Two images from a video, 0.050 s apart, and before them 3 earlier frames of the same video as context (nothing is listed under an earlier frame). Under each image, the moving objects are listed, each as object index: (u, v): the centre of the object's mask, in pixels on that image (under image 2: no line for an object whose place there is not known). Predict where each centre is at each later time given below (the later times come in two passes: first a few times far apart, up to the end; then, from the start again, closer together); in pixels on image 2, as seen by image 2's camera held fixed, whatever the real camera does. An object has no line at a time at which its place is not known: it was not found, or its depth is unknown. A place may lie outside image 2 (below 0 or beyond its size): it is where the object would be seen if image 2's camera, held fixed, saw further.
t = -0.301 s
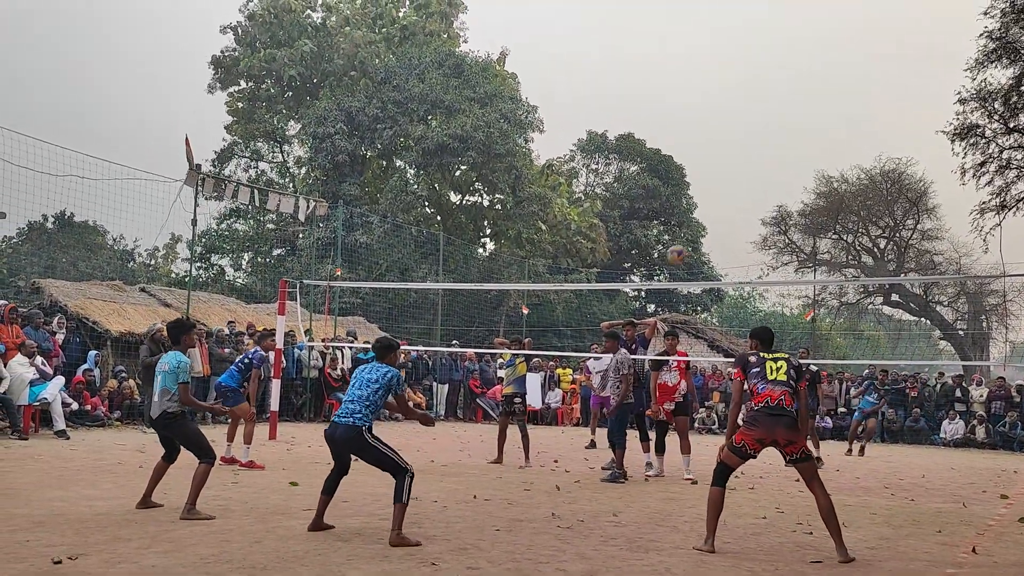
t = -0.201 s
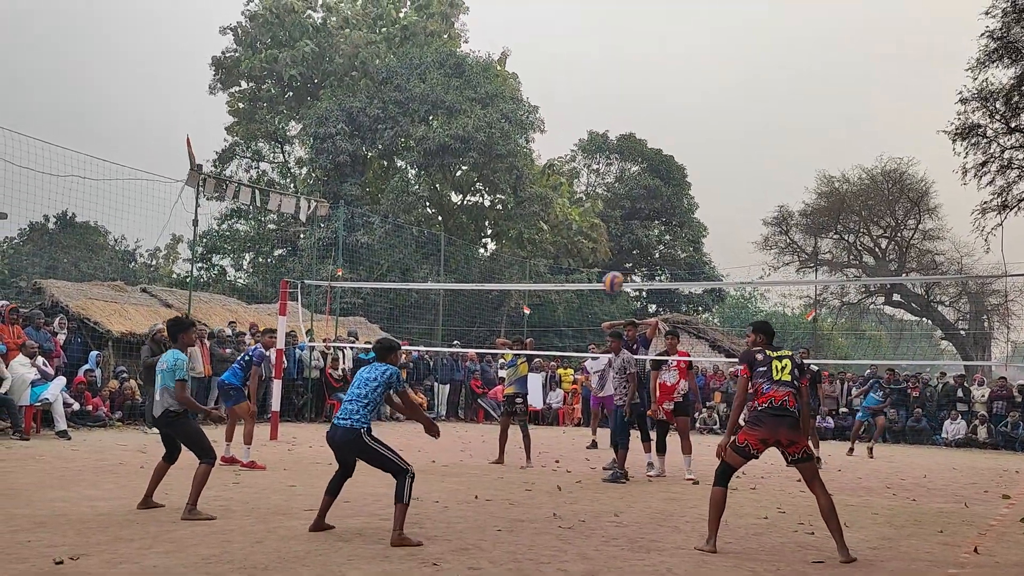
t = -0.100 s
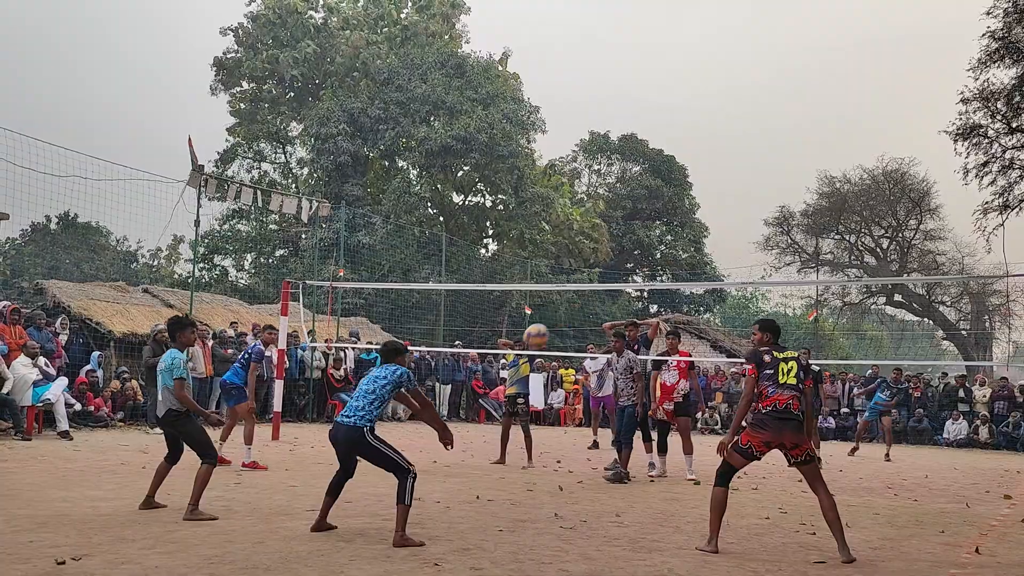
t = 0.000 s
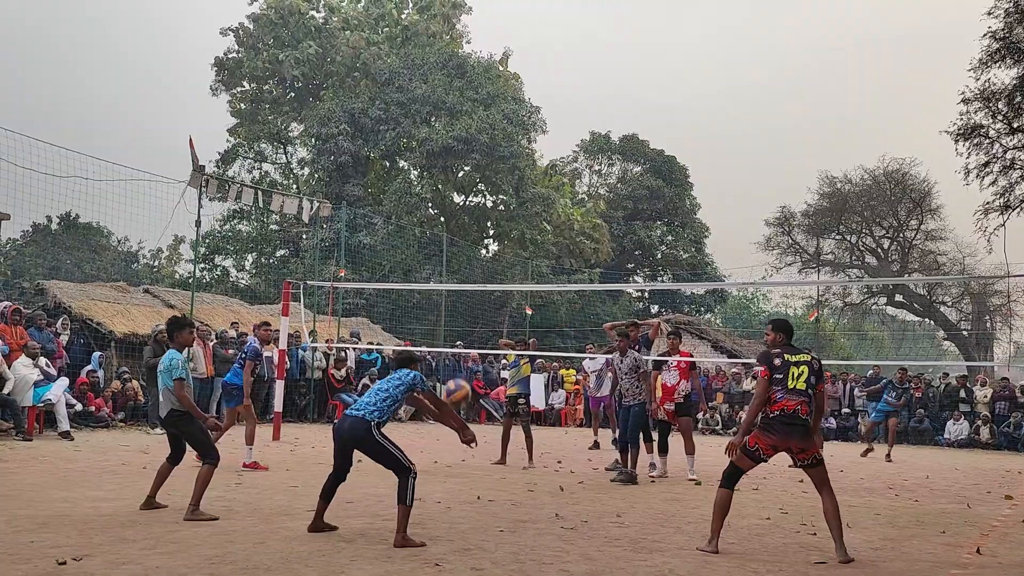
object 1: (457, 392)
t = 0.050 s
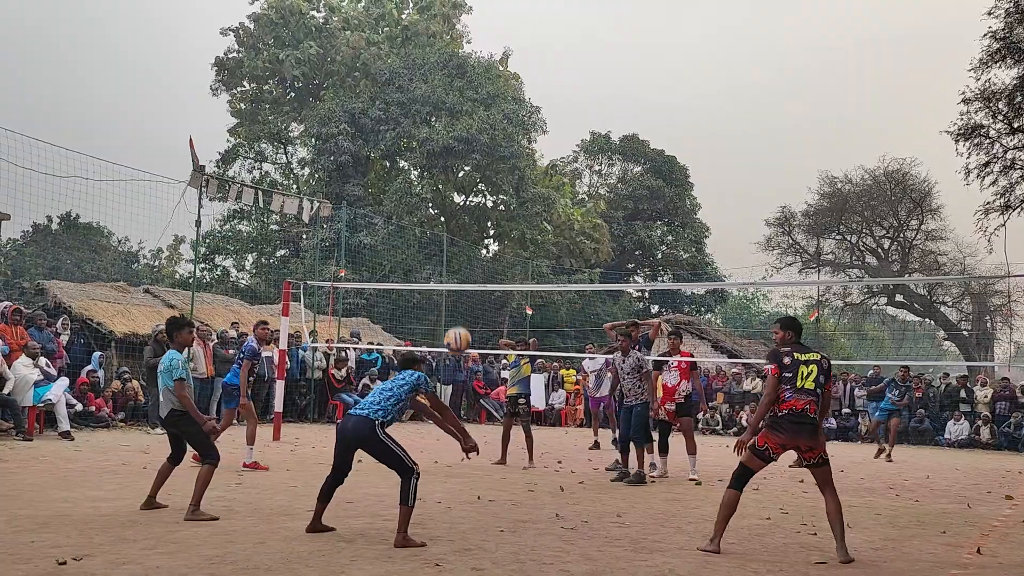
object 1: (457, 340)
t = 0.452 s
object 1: (449, 92)
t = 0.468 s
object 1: (448, 89)
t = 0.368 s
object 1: (452, 123)
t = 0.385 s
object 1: (452, 116)
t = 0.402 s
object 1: (451, 109)
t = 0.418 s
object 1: (450, 104)
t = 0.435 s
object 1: (449, 98)
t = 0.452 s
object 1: (449, 92)
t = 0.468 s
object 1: (448, 89)
